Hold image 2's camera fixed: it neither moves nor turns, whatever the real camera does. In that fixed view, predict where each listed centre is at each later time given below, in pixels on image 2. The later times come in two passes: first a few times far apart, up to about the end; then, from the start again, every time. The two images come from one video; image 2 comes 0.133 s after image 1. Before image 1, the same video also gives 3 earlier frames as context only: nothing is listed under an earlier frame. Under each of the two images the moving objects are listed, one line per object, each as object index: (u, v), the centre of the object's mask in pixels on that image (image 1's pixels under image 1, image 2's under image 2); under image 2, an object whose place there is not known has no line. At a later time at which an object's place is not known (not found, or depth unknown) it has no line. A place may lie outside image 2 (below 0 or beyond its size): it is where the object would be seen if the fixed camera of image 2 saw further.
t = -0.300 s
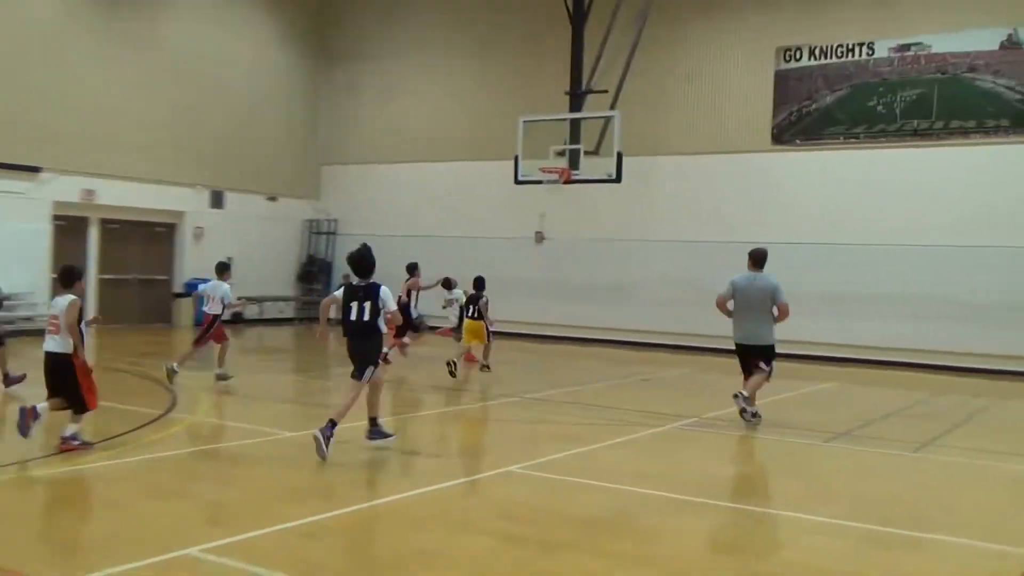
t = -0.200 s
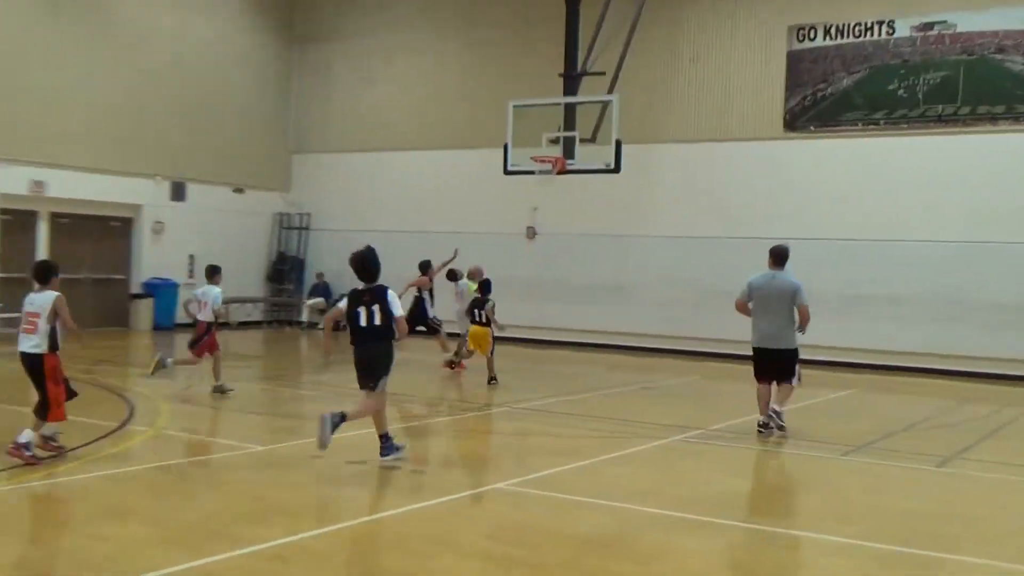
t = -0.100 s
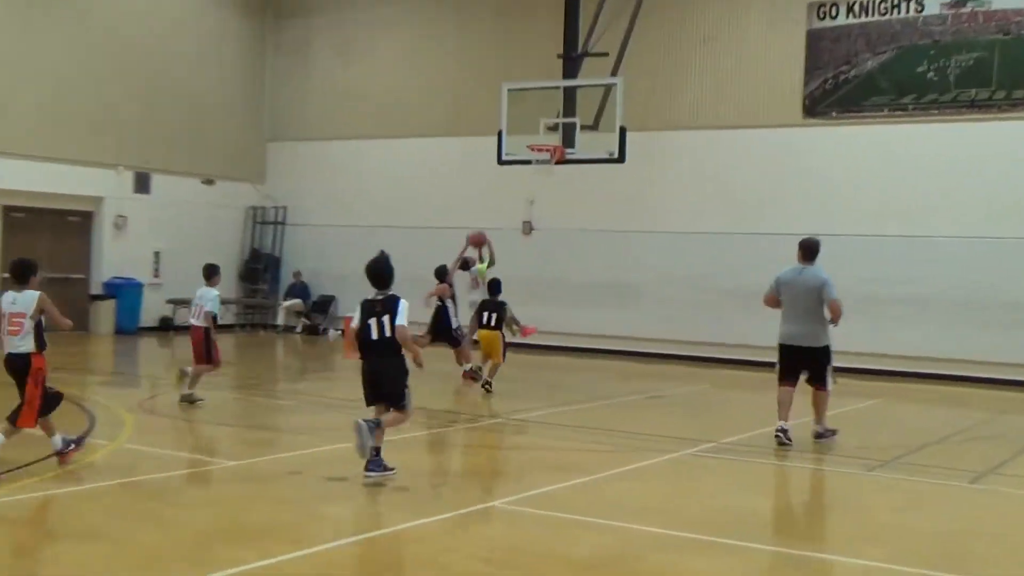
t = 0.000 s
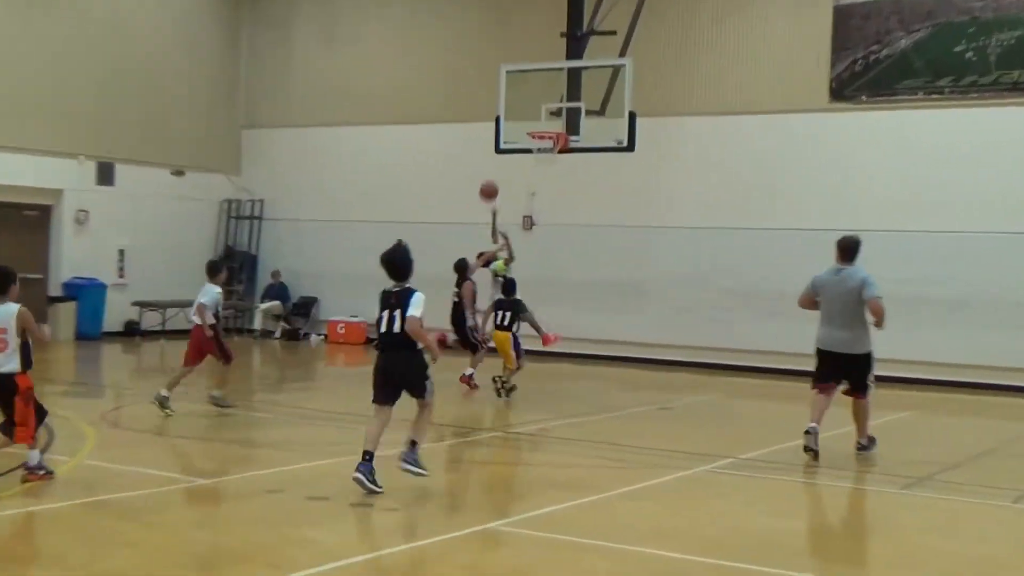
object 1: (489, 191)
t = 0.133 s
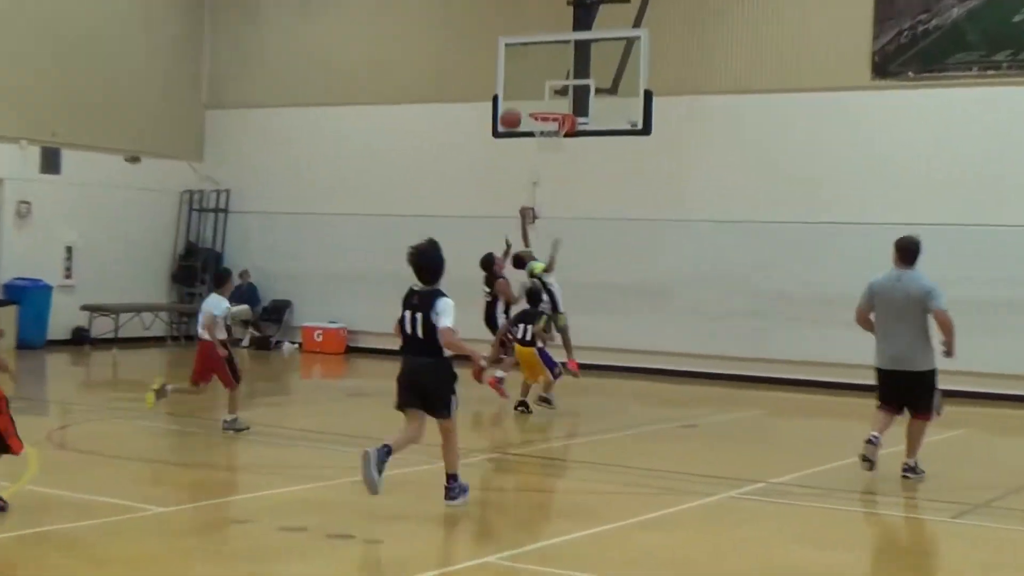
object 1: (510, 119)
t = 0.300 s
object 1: (533, 72)
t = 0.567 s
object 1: (536, 72)
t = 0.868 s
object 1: (540, 96)
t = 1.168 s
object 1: (541, 140)
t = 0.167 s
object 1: (516, 107)
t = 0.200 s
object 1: (522, 96)
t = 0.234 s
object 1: (527, 85)
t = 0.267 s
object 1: (532, 75)
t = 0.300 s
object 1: (533, 72)
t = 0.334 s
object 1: (533, 68)
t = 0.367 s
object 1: (534, 65)
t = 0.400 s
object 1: (534, 65)
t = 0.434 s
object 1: (534, 64)
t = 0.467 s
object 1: (535, 65)
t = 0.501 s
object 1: (535, 66)
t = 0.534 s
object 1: (535, 69)
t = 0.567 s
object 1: (536, 72)
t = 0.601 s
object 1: (536, 77)
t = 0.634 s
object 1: (537, 82)
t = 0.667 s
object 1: (537, 89)
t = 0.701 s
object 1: (538, 97)
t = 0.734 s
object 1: (538, 102)
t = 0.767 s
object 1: (539, 98)
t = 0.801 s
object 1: (539, 96)
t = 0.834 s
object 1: (540, 95)
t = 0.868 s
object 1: (540, 96)
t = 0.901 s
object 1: (540, 96)
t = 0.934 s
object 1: (541, 98)
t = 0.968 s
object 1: (541, 101)
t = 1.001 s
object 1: (541, 105)
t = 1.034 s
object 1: (541, 107)
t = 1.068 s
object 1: (541, 115)
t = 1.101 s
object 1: (540, 123)
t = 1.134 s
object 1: (541, 131)
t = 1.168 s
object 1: (541, 140)
